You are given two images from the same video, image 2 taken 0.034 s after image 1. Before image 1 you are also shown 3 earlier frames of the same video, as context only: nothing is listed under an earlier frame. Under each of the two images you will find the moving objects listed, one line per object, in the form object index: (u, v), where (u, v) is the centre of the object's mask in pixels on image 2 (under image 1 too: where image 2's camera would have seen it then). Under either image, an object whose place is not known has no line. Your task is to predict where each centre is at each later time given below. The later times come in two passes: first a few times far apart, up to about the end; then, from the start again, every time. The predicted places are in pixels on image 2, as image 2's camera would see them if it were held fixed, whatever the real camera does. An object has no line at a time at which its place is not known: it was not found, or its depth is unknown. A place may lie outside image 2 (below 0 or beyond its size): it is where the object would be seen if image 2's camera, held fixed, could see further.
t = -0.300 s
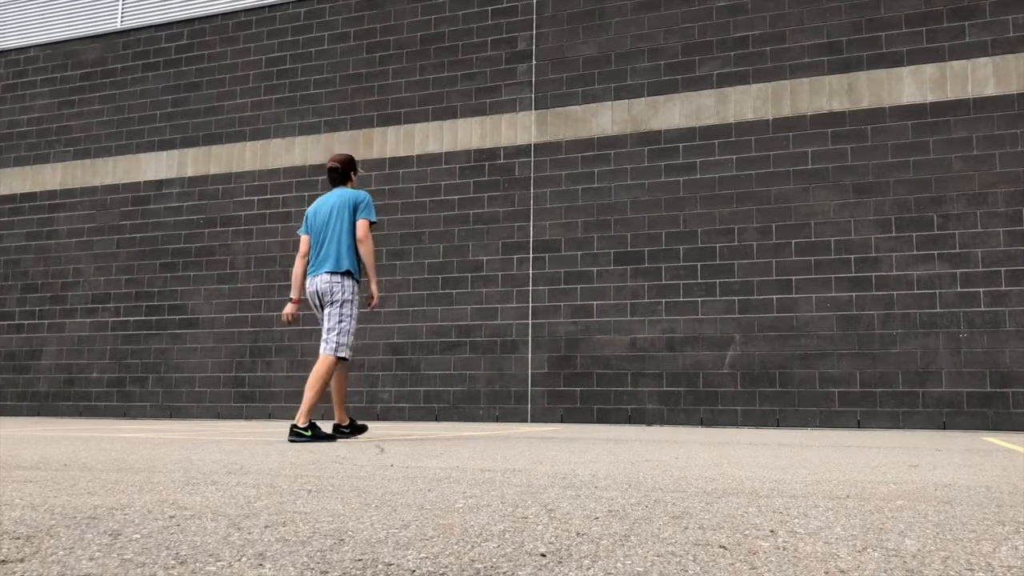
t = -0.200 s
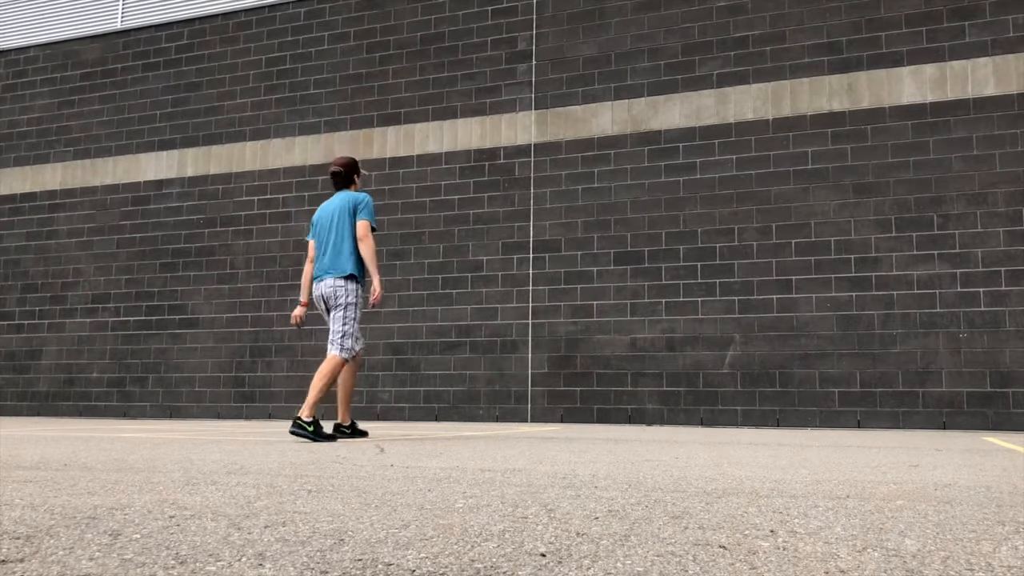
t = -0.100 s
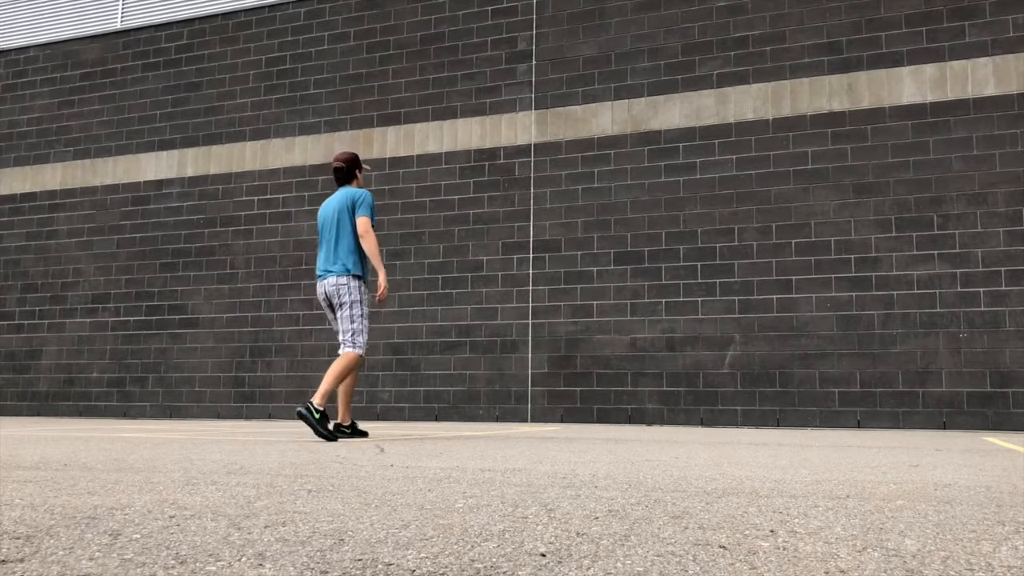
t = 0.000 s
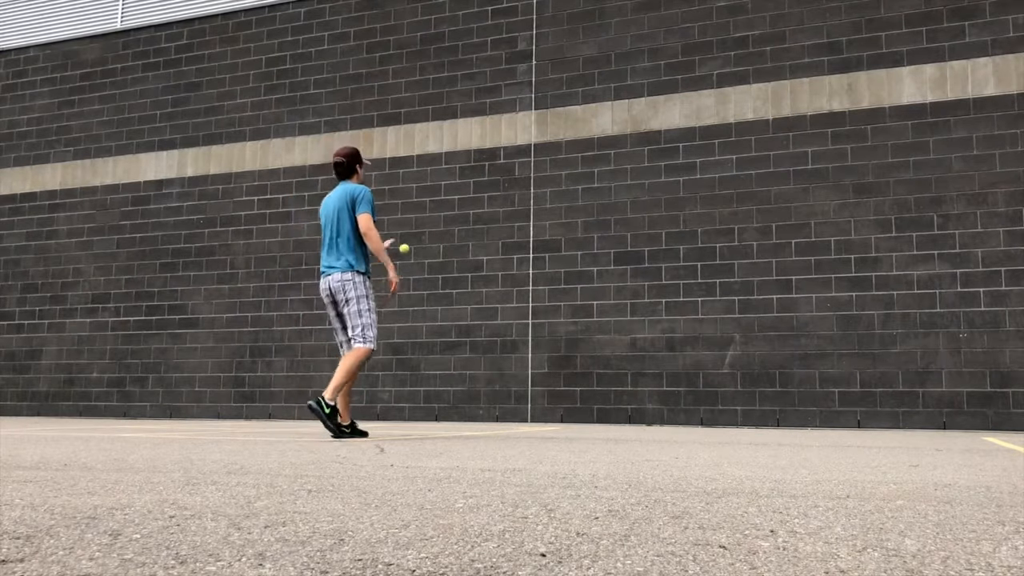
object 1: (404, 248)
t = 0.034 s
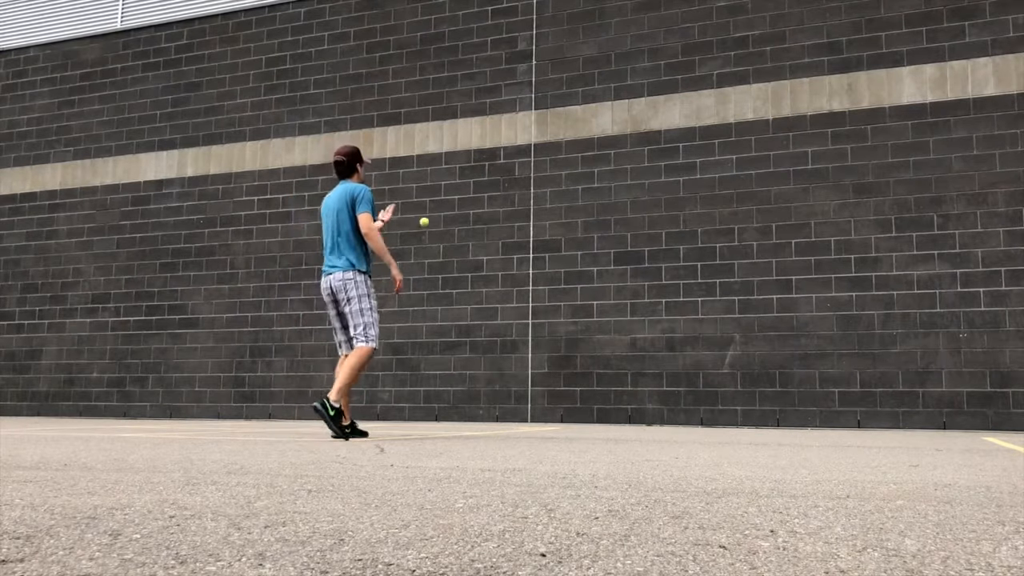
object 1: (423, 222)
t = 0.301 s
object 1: (547, 95)
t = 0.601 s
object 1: (640, 70)
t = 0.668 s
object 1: (657, 76)
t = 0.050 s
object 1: (433, 210)
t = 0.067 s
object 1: (442, 198)
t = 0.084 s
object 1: (451, 187)
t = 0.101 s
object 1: (460, 177)
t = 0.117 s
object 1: (468, 167)
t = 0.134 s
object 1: (476, 158)
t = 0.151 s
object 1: (485, 150)
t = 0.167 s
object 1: (492, 142)
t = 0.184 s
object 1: (500, 134)
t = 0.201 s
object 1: (507, 127)
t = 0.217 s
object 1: (514, 121)
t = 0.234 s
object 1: (521, 115)
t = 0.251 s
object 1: (528, 109)
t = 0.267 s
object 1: (534, 104)
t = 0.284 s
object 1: (540, 99)
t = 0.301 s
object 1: (547, 95)
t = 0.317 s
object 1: (553, 90)
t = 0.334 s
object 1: (559, 87)
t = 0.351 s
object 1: (565, 84)
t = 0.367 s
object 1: (570, 81)
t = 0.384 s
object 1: (576, 78)
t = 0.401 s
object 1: (582, 76)
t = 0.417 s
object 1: (587, 74)
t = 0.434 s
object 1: (593, 72)
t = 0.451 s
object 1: (598, 71)
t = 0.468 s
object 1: (603, 70)
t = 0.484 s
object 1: (608, 69)
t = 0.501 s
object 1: (613, 68)
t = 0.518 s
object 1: (618, 68)
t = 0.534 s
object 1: (622, 68)
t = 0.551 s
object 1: (627, 68)
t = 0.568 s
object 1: (631, 69)
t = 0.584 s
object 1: (636, 69)
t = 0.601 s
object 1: (640, 70)
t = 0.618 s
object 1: (645, 71)
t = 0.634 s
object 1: (649, 73)
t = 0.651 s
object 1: (653, 74)
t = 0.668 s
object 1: (657, 76)
